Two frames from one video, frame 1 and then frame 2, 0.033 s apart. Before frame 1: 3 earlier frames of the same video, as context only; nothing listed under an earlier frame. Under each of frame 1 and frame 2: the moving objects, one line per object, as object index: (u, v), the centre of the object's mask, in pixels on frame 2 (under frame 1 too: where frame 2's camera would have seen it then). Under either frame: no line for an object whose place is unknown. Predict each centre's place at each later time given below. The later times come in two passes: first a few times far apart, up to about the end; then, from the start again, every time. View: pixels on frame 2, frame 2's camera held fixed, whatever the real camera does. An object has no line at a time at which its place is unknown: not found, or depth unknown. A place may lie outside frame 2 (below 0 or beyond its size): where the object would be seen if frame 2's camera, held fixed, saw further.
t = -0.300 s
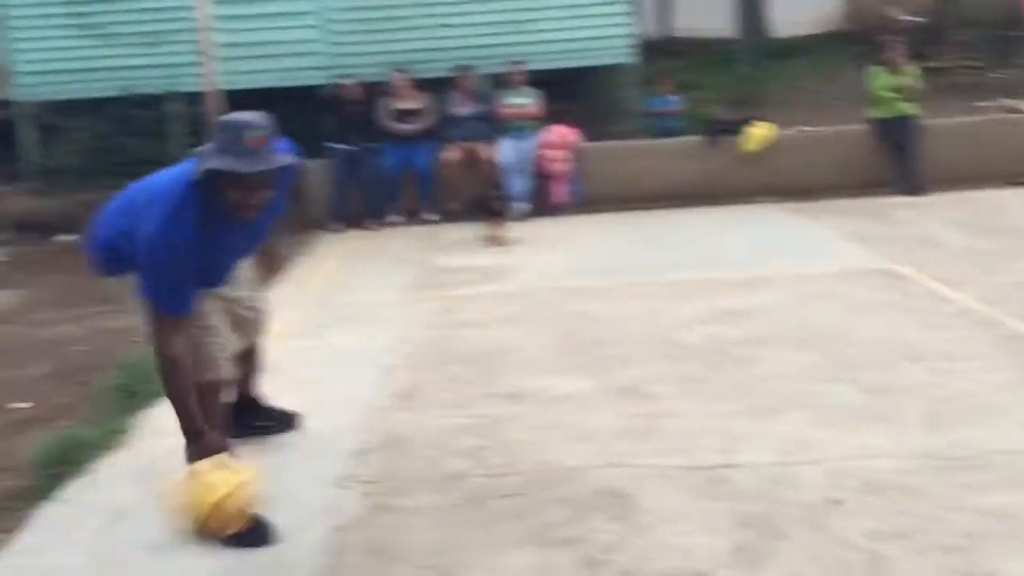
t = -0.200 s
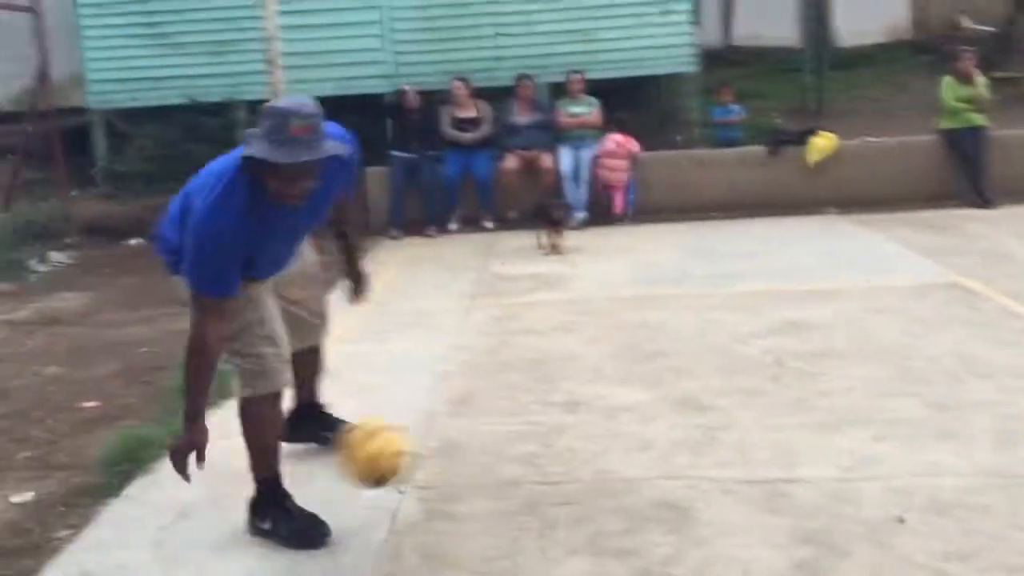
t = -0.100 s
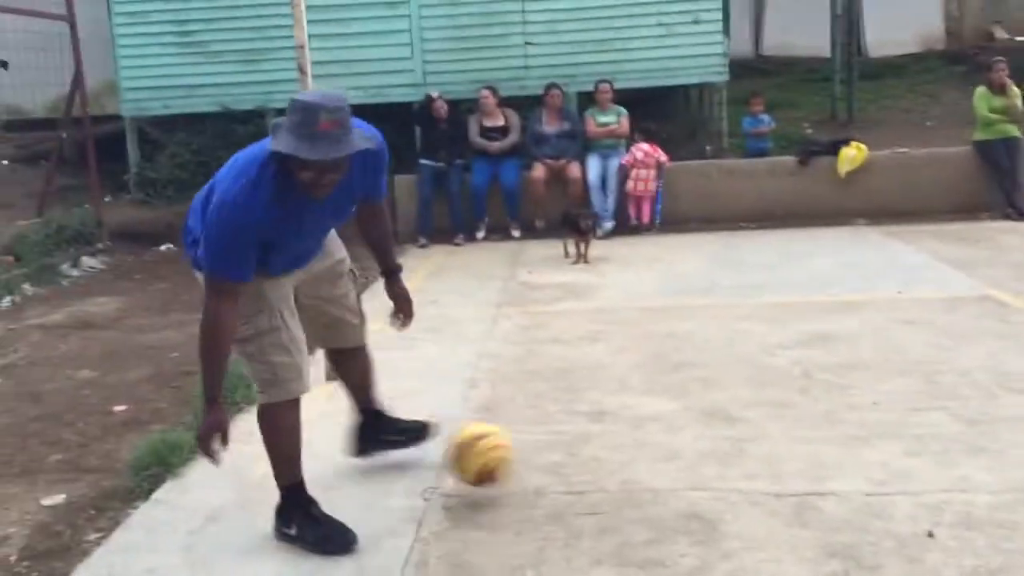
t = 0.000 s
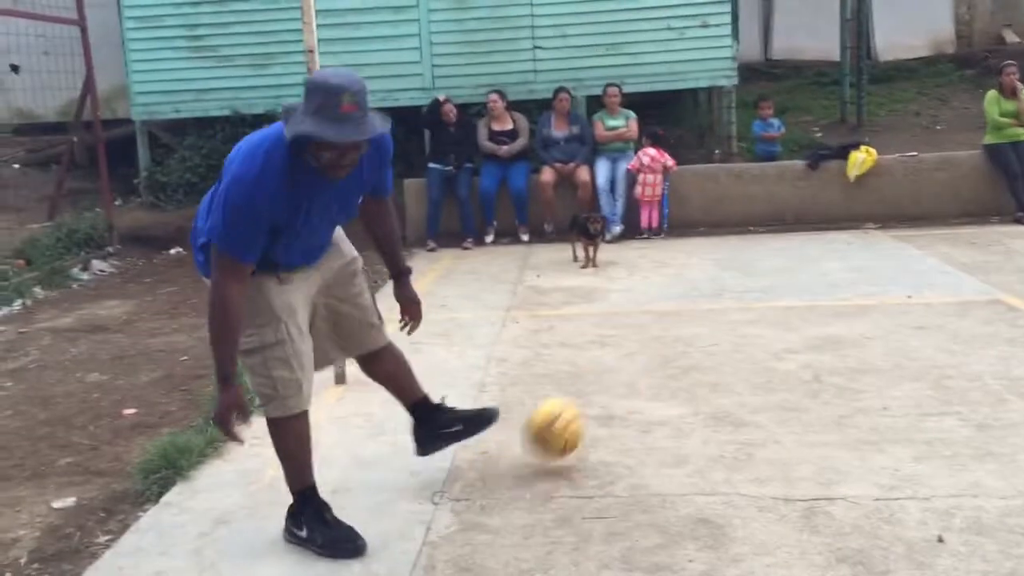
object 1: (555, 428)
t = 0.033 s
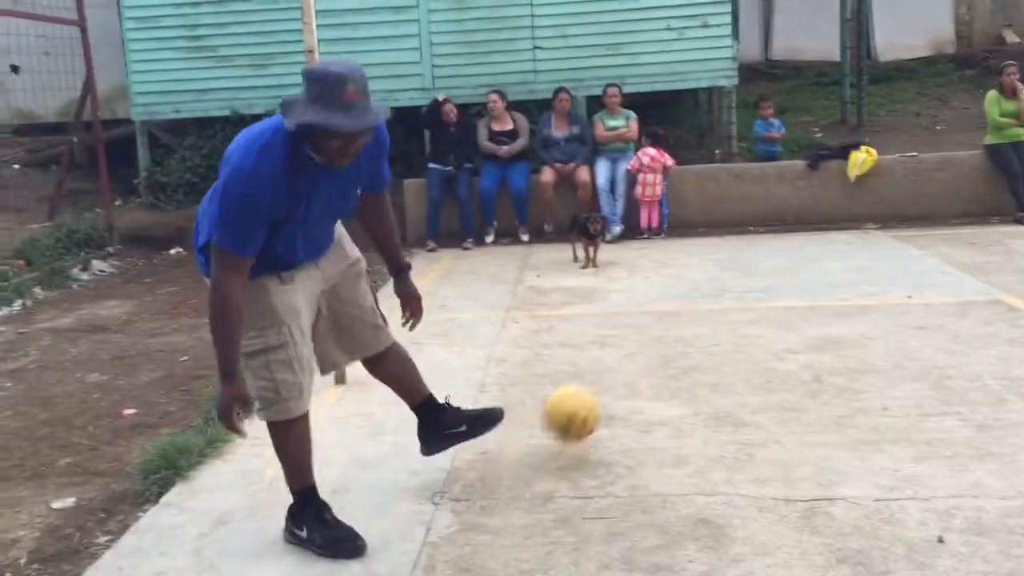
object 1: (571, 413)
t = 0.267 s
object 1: (681, 369)
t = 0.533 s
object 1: (768, 321)
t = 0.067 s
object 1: (589, 400)
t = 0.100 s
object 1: (607, 391)
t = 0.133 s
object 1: (623, 386)
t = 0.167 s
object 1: (640, 384)
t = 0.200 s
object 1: (654, 384)
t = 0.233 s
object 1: (667, 385)
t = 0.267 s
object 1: (681, 369)
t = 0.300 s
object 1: (693, 357)
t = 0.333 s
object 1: (706, 349)
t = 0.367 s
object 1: (717, 343)
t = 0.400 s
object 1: (728, 339)
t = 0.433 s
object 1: (738, 338)
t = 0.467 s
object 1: (750, 338)
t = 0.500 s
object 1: (760, 333)
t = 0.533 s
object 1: (768, 321)
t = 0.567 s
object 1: (777, 314)
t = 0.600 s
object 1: (786, 308)
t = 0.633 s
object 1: (796, 304)
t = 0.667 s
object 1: (804, 302)
